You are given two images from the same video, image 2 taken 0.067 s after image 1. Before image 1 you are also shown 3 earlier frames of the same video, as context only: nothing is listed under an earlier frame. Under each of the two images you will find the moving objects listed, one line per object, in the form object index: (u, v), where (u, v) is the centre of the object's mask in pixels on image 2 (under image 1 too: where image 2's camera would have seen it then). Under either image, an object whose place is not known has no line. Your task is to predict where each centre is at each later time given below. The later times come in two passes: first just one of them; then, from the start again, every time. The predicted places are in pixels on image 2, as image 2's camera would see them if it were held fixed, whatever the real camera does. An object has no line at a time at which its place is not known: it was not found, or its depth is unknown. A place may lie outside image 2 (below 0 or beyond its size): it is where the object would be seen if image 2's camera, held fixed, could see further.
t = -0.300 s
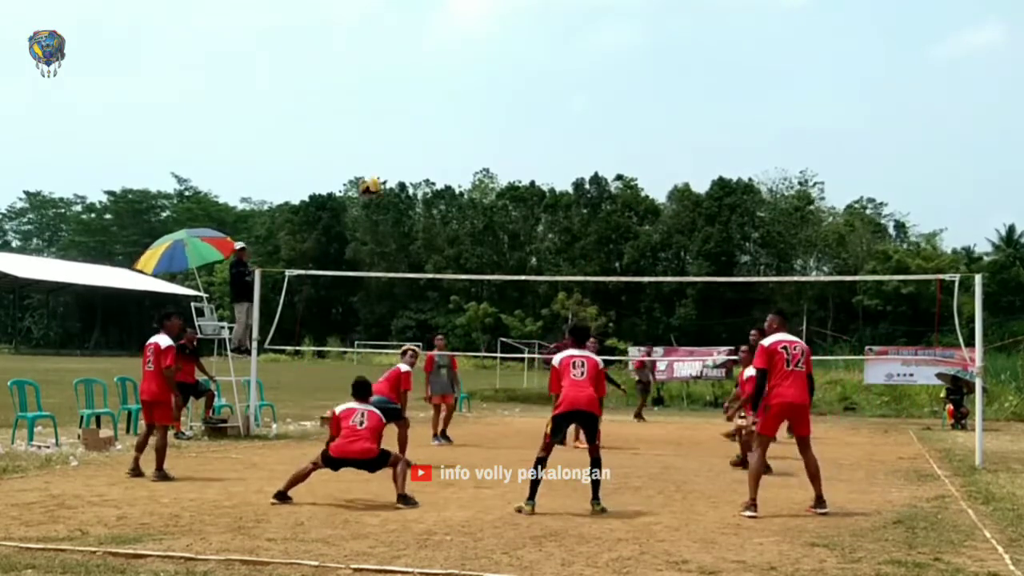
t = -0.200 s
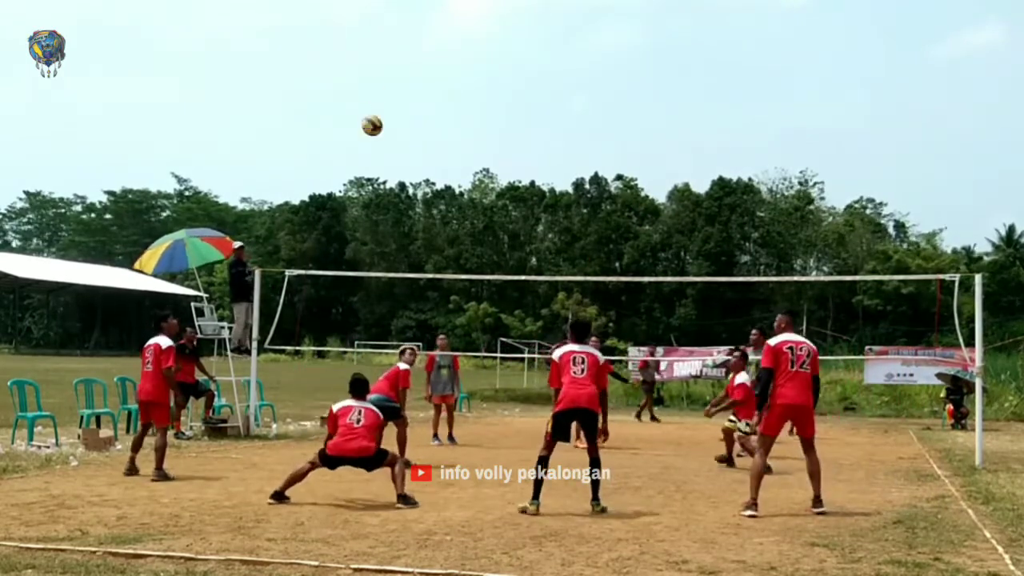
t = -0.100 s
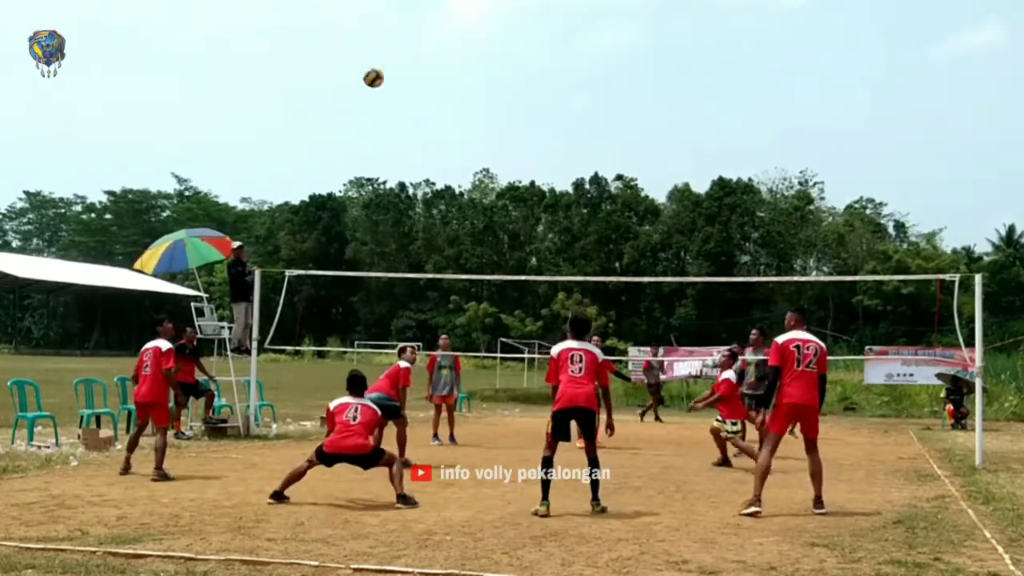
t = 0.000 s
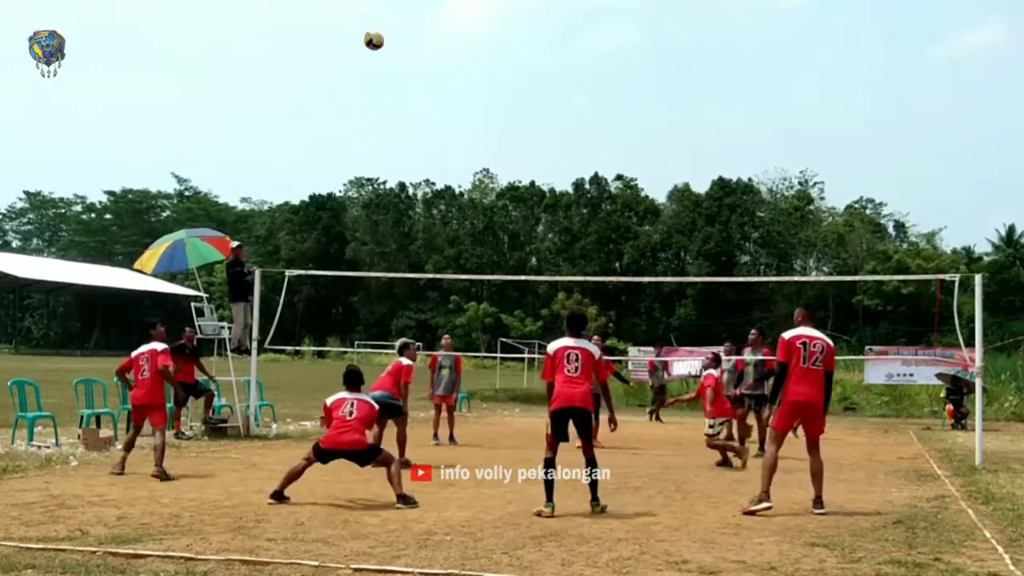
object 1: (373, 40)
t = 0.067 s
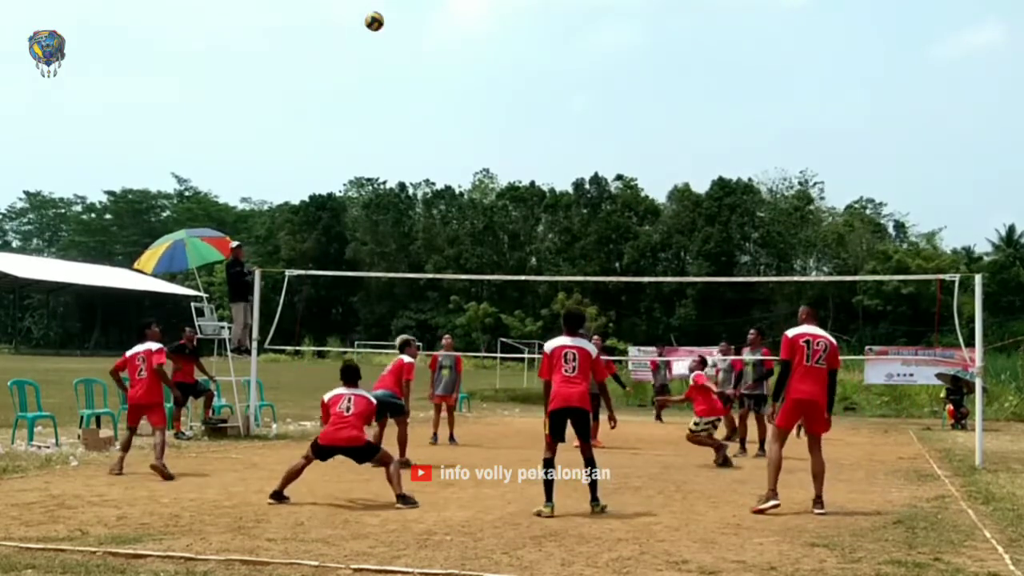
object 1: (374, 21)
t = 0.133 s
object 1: (374, 8)
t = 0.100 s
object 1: (374, 13)
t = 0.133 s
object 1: (374, 8)
